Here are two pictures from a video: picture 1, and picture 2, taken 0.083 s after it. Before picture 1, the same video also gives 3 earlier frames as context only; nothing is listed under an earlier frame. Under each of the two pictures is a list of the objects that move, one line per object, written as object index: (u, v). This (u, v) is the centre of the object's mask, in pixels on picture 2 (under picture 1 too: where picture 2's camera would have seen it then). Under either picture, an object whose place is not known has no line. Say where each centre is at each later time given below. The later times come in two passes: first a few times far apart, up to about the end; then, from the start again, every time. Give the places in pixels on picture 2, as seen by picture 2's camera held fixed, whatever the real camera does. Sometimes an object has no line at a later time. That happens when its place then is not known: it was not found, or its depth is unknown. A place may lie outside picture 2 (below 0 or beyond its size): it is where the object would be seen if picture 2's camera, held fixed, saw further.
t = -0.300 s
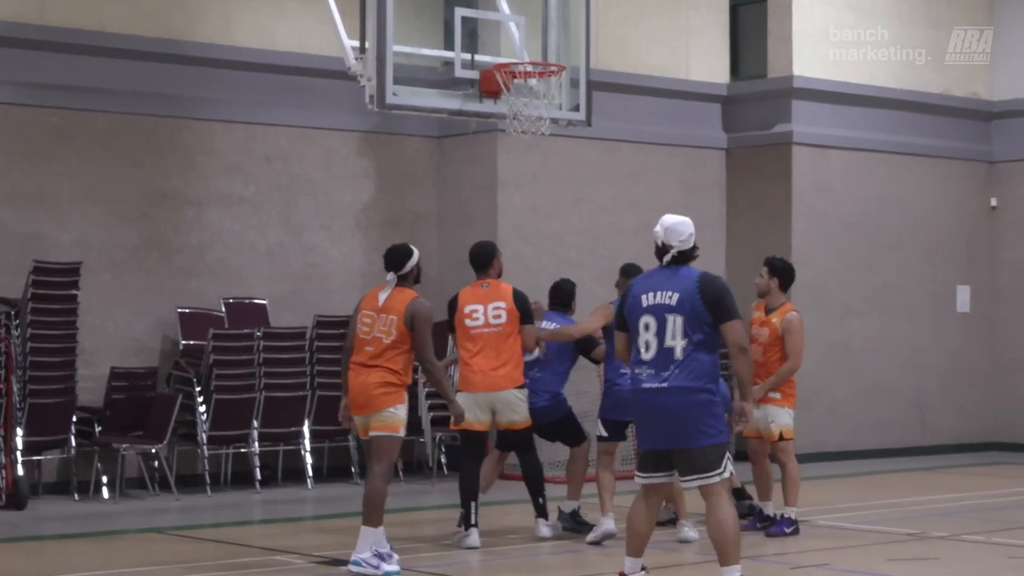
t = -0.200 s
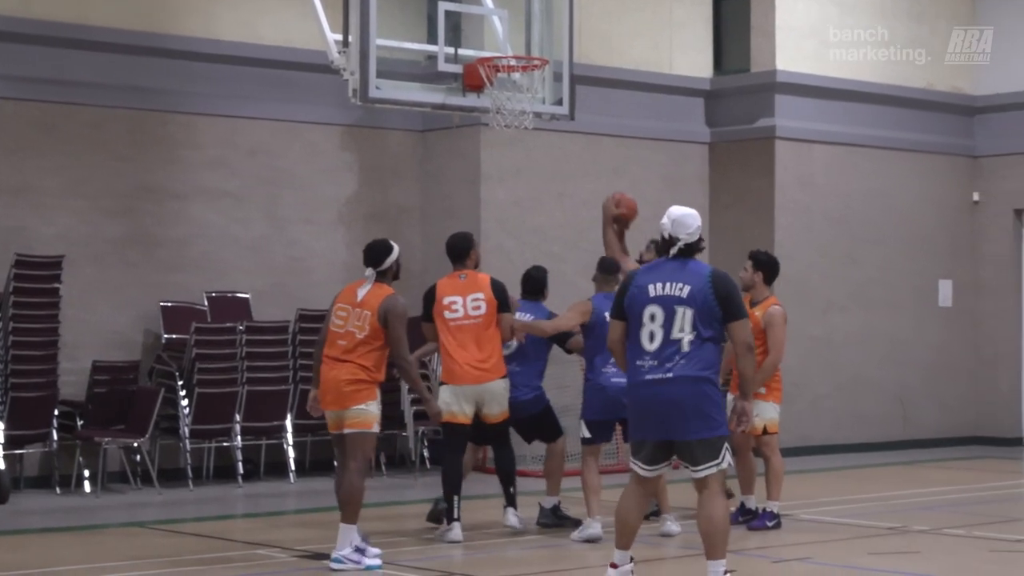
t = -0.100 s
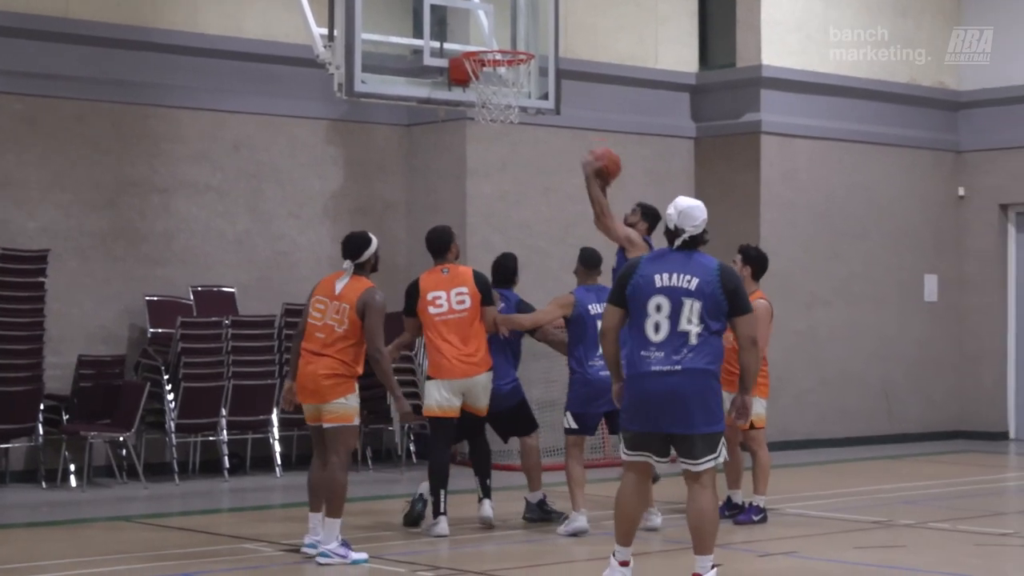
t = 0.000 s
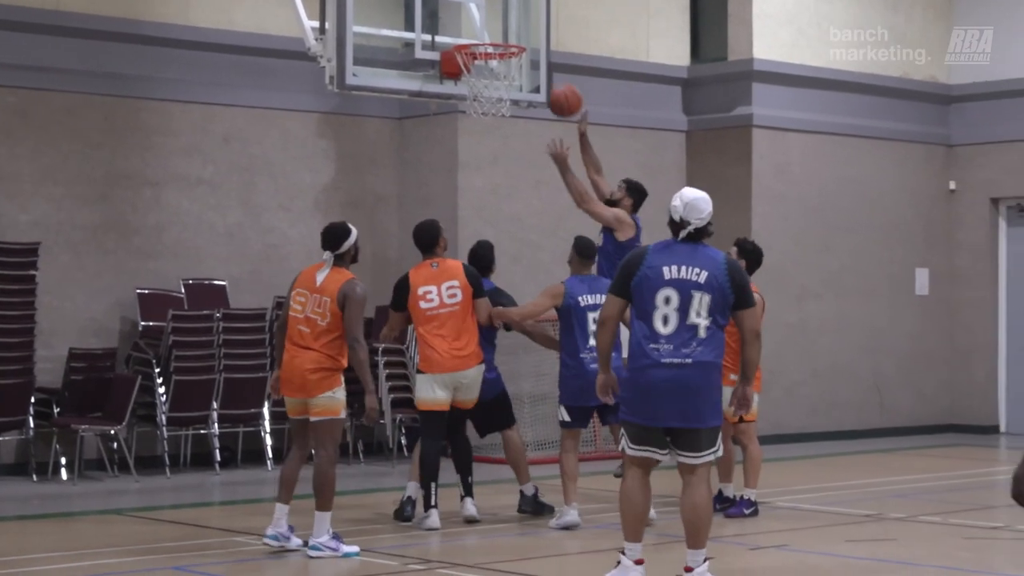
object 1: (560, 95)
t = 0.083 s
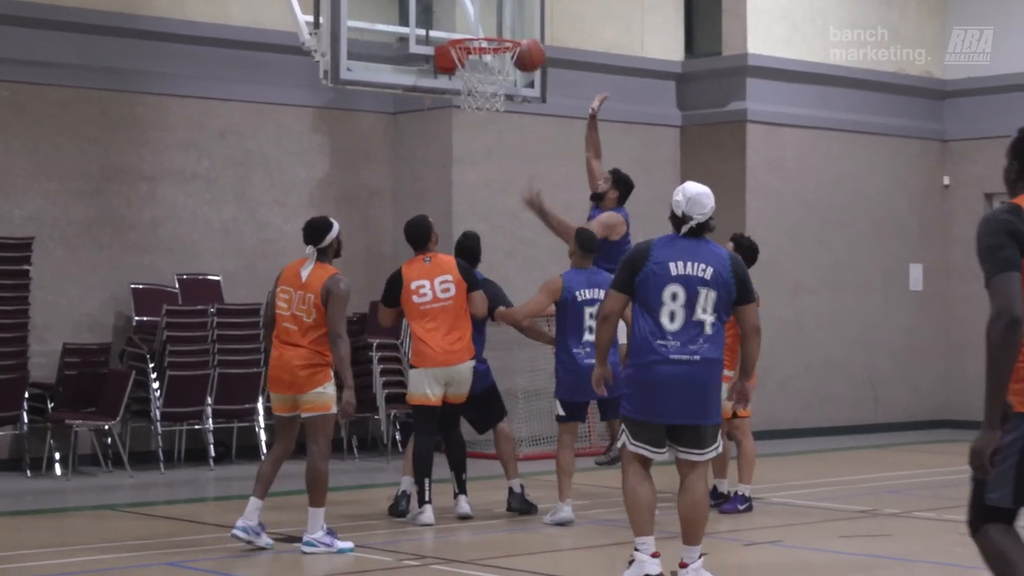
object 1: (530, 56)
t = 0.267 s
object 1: (487, 12)
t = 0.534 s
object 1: (476, 24)
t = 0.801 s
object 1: (489, 28)
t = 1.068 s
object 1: (481, 71)
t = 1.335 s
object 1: (503, 130)
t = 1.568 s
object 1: (520, 254)
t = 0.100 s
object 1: (525, 48)
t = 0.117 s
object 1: (519, 38)
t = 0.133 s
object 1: (510, 31)
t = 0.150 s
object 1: (503, 26)
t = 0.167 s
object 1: (496, 23)
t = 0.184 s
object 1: (491, 19)
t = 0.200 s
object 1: (490, 17)
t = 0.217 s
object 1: (489, 15)
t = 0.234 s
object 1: (488, 14)
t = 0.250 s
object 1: (488, 13)
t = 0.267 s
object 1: (487, 12)
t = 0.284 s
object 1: (486, 10)
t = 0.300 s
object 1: (485, 8)
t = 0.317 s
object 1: (484, 6)
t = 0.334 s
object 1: (483, 4)
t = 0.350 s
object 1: (483, 3)
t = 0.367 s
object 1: (481, 4)
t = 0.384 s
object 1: (481, 5)
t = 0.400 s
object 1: (480, 7)
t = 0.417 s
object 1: (479, 9)
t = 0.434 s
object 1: (478, 11)
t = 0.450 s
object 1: (477, 14)
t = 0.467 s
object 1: (476, 17)
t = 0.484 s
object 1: (475, 20)
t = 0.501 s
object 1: (474, 23)
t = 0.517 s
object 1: (474, 25)
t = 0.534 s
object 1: (476, 24)
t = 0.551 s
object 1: (479, 22)
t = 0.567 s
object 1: (481, 22)
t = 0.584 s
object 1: (483, 22)
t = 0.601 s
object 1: (485, 22)
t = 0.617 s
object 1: (487, 22)
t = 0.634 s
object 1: (489, 23)
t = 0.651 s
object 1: (492, 24)
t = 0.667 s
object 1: (494, 25)
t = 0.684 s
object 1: (497, 26)
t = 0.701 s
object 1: (499, 27)
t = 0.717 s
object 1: (501, 29)
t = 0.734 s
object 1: (501, 30)
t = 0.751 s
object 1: (498, 29)
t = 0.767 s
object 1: (495, 29)
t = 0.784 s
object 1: (492, 28)
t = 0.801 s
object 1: (489, 28)
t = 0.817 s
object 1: (485, 28)
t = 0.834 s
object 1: (482, 29)
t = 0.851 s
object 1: (479, 29)
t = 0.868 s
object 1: (476, 30)
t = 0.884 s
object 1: (473, 31)
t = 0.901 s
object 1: (470, 32)
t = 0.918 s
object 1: (468, 33)
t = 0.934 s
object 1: (472, 46)
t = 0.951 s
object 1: (473, 48)
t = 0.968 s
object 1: (473, 51)
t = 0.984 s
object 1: (475, 55)
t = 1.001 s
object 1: (475, 56)
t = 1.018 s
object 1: (475, 58)
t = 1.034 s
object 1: (476, 61)
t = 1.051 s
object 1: (479, 66)
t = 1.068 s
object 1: (481, 71)
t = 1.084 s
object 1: (482, 75)
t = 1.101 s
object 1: (483, 79)
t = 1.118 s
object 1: (486, 83)
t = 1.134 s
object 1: (487, 86)
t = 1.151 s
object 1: (489, 87)
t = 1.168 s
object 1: (489, 88)
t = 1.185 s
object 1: (492, 90)
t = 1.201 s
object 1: (493, 95)
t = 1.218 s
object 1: (495, 100)
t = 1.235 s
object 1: (495, 106)
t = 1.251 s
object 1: (497, 108)
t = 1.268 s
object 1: (498, 111)
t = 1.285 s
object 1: (500, 115)
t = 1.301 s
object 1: (501, 119)
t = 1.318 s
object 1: (502, 125)
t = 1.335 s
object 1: (503, 130)
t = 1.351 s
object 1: (505, 137)
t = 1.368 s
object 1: (506, 144)
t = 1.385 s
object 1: (507, 151)
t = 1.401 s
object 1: (508, 158)
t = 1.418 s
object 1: (509, 166)
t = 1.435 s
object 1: (511, 174)
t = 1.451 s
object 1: (512, 183)
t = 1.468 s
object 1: (513, 192)
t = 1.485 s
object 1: (514, 201)
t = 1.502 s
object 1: (516, 211)
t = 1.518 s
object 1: (517, 221)
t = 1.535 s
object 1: (518, 232)
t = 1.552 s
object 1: (519, 243)
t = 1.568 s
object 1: (520, 254)
